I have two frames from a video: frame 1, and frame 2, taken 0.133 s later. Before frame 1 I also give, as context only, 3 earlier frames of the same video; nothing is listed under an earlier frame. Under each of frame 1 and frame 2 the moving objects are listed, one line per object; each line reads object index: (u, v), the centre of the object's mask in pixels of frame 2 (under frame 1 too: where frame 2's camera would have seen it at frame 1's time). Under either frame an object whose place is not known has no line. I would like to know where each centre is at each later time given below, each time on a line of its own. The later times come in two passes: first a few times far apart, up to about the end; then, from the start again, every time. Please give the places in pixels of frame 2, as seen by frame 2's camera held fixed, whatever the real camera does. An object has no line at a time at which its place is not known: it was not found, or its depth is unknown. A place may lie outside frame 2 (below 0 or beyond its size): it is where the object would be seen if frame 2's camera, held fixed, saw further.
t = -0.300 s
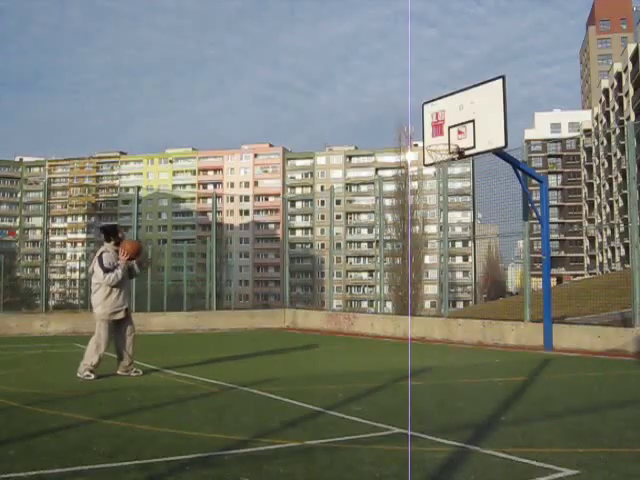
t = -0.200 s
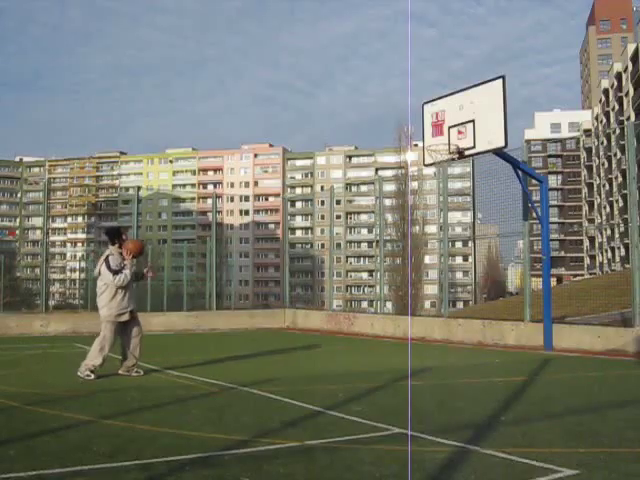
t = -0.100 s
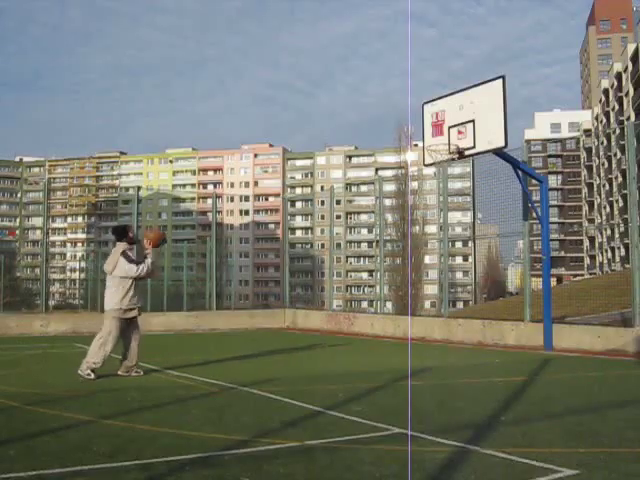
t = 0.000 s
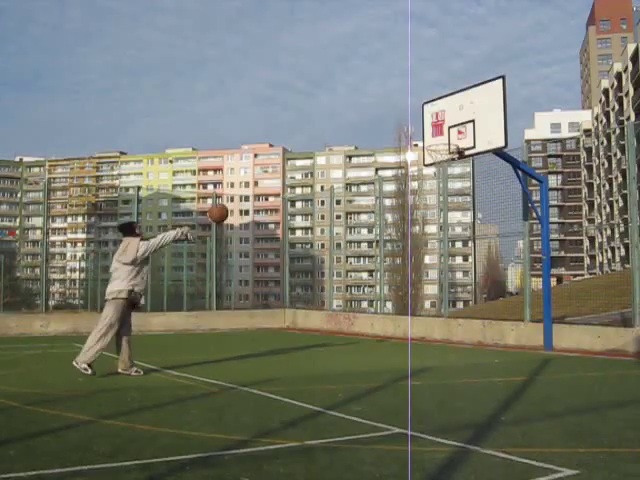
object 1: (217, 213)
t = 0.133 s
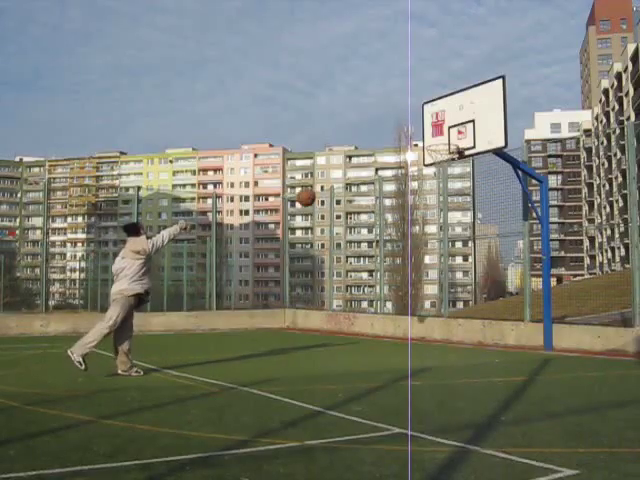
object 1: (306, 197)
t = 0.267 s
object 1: (380, 197)
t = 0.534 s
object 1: (503, 226)
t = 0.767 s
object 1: (503, 270)
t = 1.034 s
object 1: (423, 344)
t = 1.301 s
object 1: (355, 277)
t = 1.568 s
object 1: (280, 263)
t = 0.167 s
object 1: (326, 195)
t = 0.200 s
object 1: (344, 195)
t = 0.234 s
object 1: (363, 195)
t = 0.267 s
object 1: (380, 197)
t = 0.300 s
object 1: (398, 199)
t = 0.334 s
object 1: (415, 199)
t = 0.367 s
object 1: (430, 203)
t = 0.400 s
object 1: (447, 206)
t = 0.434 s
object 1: (461, 210)
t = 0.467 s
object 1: (476, 215)
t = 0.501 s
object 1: (489, 220)
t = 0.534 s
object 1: (503, 226)
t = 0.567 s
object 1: (517, 232)
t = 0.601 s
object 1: (529, 238)
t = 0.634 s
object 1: (538, 246)
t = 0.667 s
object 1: (531, 249)
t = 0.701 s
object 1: (521, 256)
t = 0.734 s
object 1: (512, 262)
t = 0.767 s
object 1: (503, 270)
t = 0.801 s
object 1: (496, 280)
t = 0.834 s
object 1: (485, 288)
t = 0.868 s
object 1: (472, 297)
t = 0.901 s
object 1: (463, 310)
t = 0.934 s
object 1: (453, 323)
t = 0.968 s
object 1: (442, 336)
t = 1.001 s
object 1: (431, 351)
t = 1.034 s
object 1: (423, 344)
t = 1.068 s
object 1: (415, 332)
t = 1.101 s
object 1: (406, 323)
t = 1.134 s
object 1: (398, 312)
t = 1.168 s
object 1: (391, 304)
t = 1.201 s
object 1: (381, 296)
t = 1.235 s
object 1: (372, 288)
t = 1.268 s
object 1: (364, 282)
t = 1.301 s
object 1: (355, 277)
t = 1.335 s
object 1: (345, 272)
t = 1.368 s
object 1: (337, 267)
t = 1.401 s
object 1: (327, 264)
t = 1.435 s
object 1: (318, 262)
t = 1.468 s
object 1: (309, 262)
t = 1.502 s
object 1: (298, 261)
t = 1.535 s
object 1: (289, 262)
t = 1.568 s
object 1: (280, 263)
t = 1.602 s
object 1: (270, 264)
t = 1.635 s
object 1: (261, 268)
